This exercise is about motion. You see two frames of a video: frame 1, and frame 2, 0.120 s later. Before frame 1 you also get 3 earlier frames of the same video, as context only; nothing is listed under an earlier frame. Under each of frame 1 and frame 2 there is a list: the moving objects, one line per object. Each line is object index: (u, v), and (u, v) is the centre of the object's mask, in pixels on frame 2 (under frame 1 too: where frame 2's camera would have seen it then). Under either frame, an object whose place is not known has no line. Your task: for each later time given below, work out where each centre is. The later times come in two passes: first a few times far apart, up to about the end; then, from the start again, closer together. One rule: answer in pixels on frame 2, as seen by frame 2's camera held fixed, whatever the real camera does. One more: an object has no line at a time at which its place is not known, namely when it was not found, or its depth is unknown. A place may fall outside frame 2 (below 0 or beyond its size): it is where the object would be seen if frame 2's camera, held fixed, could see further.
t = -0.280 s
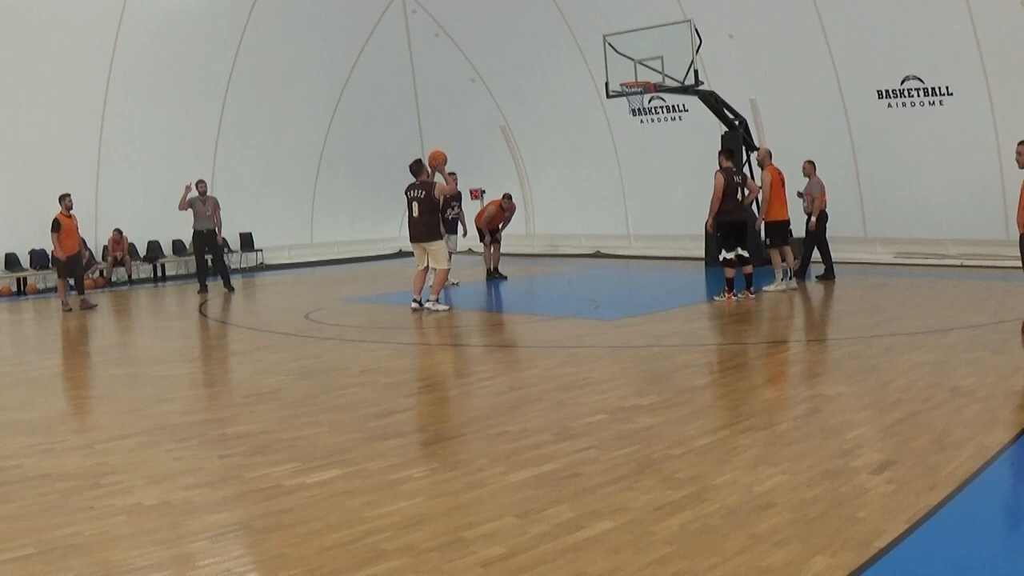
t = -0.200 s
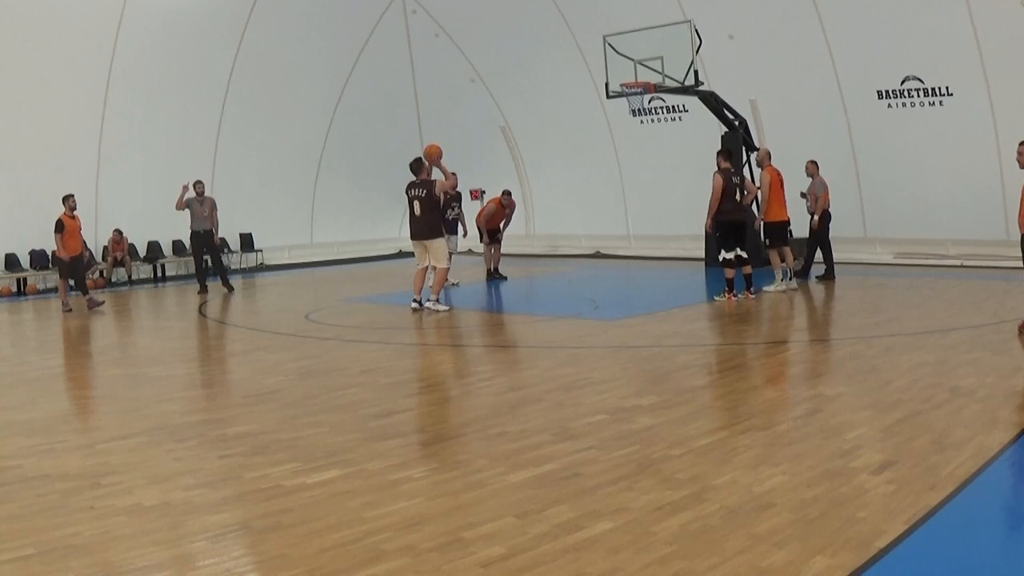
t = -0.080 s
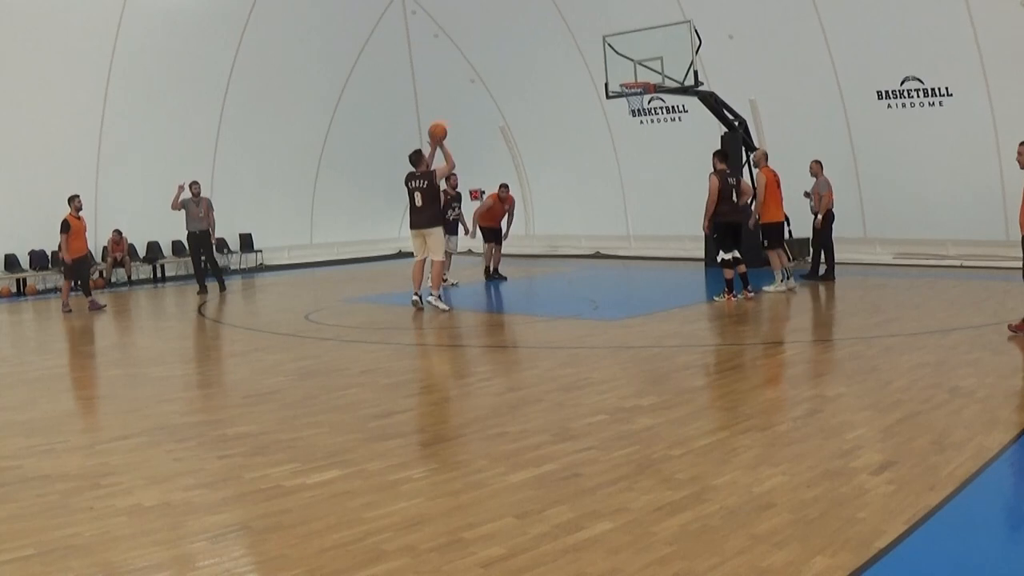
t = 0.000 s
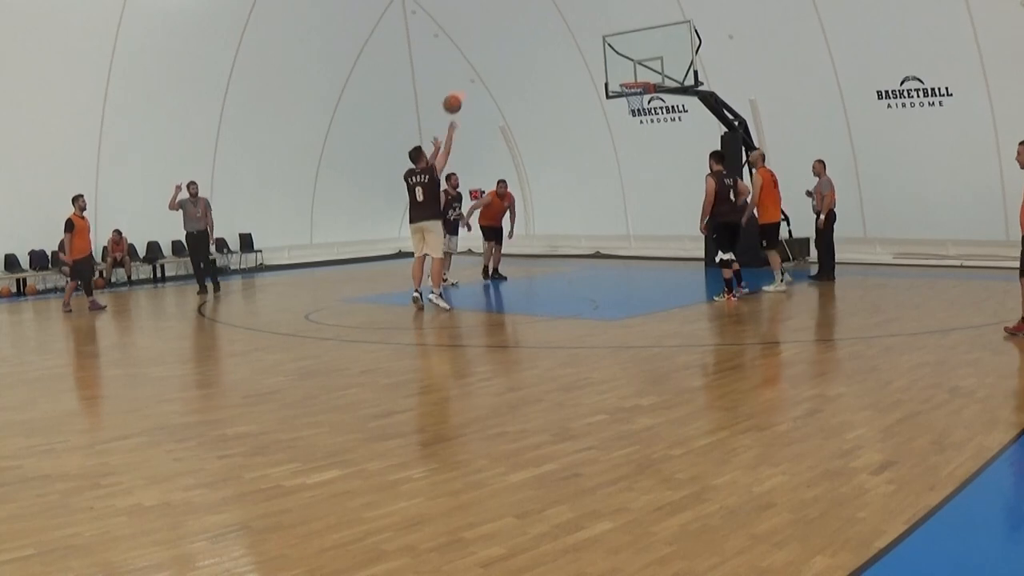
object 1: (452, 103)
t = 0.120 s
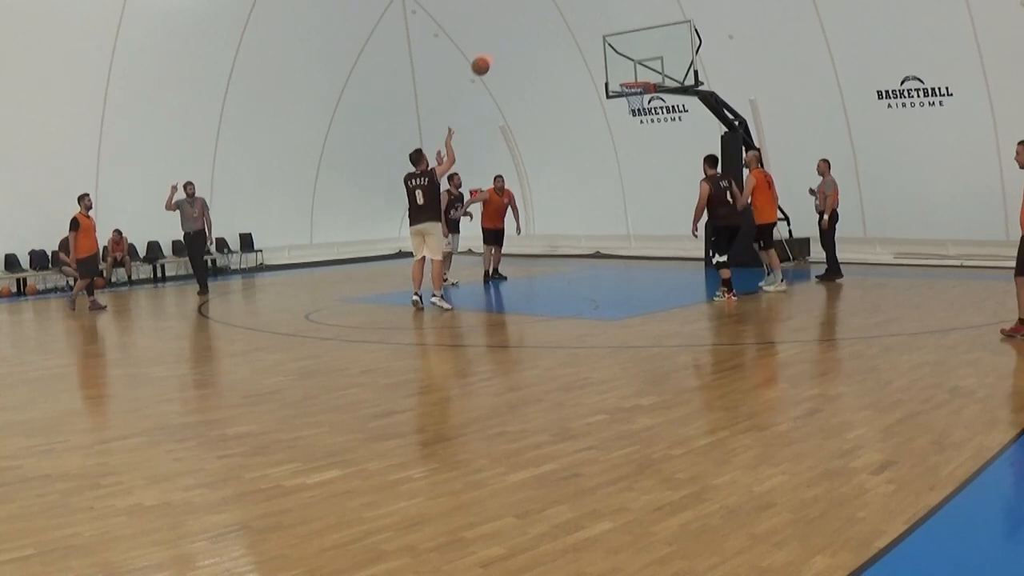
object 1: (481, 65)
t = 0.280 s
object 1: (515, 35)
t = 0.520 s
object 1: (563, 25)
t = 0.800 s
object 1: (614, 61)
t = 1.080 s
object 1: (638, 72)
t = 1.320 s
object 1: (629, 64)
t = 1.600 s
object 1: (634, 76)
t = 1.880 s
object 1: (631, 80)
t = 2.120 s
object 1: (638, 97)
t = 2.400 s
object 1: (633, 149)
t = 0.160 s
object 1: (490, 55)
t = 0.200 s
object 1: (499, 47)
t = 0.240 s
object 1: (507, 40)
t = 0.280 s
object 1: (515, 35)
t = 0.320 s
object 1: (524, 30)
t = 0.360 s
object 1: (532, 27)
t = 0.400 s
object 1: (540, 25)
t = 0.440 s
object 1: (548, 24)
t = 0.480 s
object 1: (556, 24)
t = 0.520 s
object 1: (563, 25)
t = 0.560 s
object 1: (570, 27)
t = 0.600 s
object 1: (578, 30)
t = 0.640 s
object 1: (586, 35)
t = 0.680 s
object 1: (593, 40)
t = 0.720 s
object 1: (600, 46)
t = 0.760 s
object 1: (607, 53)
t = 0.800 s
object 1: (614, 61)
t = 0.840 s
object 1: (620, 70)
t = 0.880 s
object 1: (626, 76)
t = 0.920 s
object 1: (630, 75)
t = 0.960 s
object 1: (634, 76)
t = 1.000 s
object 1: (638, 77)
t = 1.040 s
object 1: (640, 76)
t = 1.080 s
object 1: (638, 72)
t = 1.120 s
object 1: (636, 68)
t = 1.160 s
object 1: (635, 65)
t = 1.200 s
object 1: (633, 63)
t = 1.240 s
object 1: (632, 62)
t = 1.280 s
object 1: (631, 62)
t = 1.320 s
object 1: (629, 64)
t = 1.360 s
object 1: (628, 66)
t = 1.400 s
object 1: (626, 69)
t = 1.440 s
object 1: (625, 72)
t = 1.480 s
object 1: (624, 77)
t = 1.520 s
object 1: (627, 76)
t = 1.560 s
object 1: (631, 75)
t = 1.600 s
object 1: (634, 76)
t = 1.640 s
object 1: (638, 77)
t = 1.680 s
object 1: (639, 78)
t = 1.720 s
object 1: (637, 77)
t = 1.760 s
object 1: (634, 77)
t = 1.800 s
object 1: (631, 78)
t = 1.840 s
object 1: (629, 80)
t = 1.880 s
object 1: (631, 80)
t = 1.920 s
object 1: (633, 80)
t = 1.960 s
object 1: (635, 83)
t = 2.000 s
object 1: (636, 84)
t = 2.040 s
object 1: (637, 88)
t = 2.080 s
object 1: (638, 92)
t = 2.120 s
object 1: (638, 97)
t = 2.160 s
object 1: (636, 102)
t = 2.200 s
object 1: (636, 108)
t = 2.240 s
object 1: (635, 114)
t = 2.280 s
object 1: (635, 122)
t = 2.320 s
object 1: (634, 130)
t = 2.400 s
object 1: (633, 149)
